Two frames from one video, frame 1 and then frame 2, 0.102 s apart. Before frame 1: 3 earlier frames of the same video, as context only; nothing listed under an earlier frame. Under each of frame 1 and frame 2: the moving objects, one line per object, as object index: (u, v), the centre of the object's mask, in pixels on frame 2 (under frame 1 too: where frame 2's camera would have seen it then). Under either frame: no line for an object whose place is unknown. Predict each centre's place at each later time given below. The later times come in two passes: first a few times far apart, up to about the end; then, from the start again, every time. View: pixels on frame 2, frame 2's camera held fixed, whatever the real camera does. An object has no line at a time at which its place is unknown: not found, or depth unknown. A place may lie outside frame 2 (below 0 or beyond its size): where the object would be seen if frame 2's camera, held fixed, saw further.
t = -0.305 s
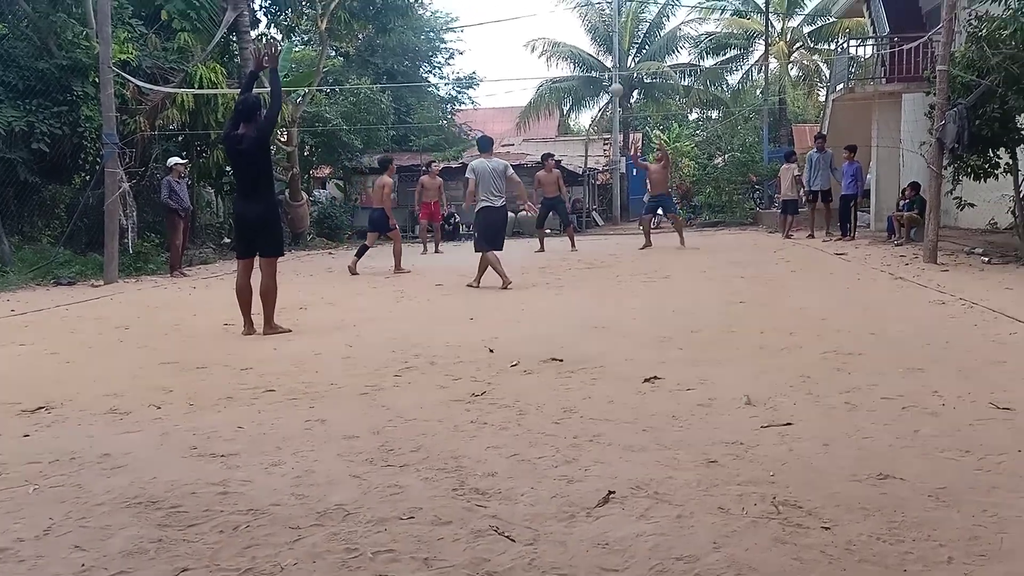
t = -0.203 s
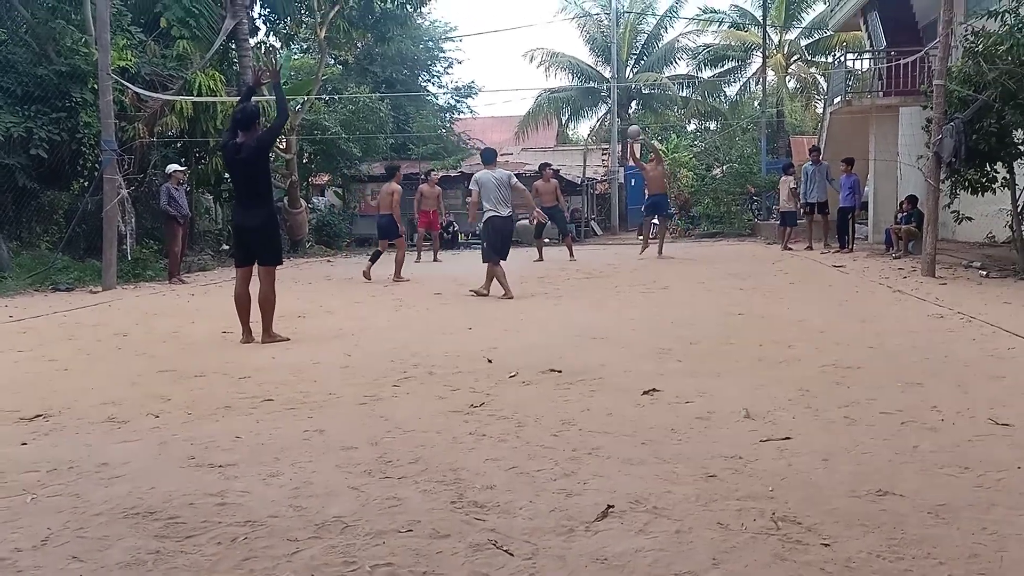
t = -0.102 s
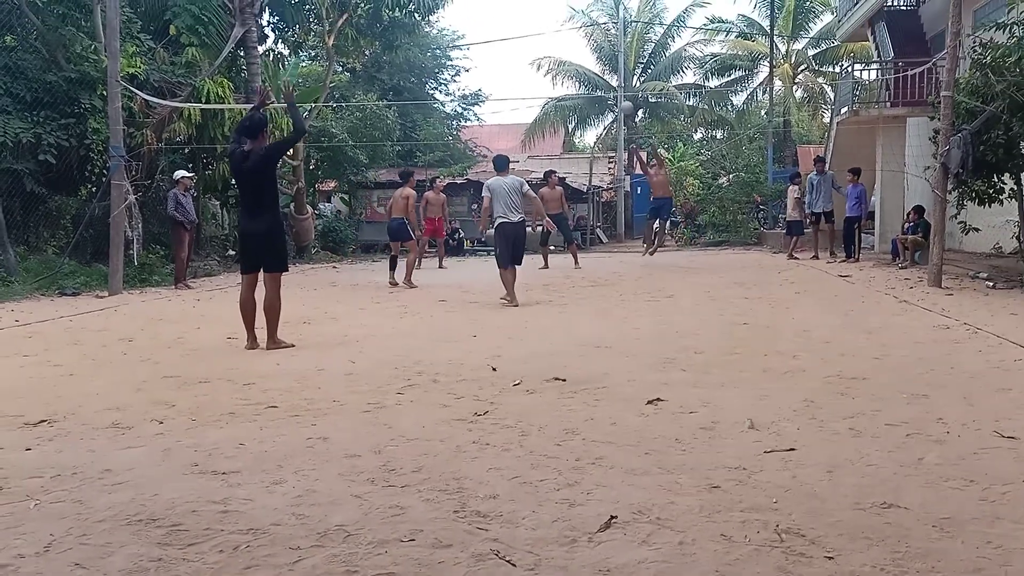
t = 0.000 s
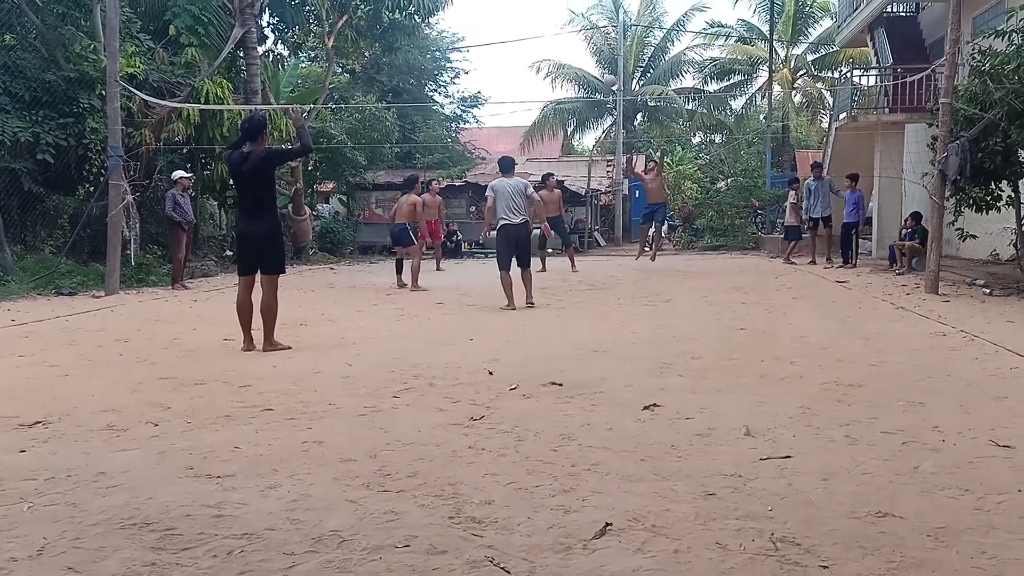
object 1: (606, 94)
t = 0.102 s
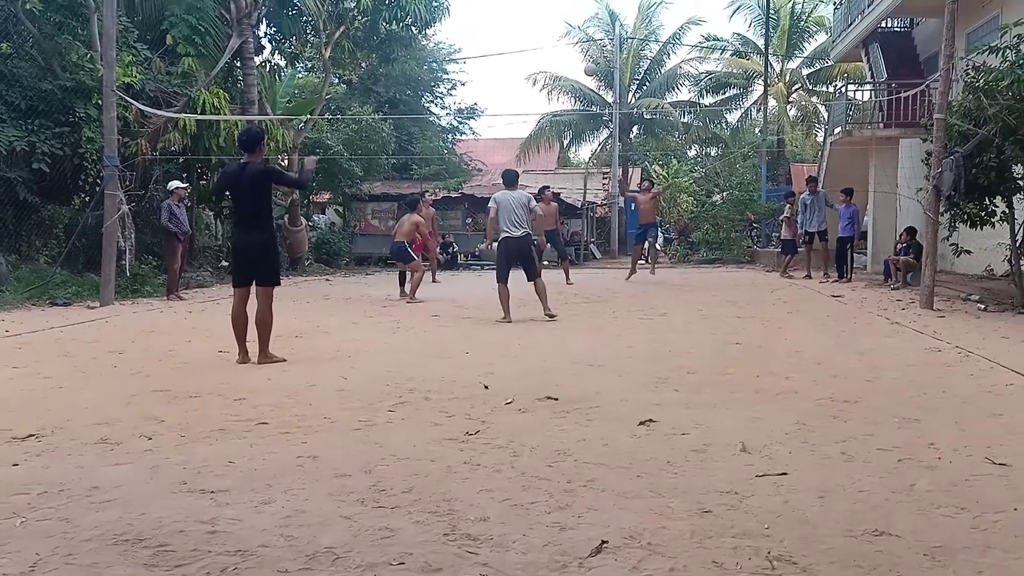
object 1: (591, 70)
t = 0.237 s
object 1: (569, 47)
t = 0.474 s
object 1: (533, 31)
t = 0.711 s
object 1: (495, 48)
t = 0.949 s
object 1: (457, 99)
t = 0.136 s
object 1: (585, 63)
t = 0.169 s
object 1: (579, 56)
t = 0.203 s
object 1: (574, 51)
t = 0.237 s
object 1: (569, 47)
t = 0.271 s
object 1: (564, 42)
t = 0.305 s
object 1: (560, 38)
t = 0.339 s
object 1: (554, 36)
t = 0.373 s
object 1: (549, 33)
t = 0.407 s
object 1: (543, 31)
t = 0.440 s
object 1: (538, 31)
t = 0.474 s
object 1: (533, 31)
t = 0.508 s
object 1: (527, 31)
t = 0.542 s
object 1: (521, 32)
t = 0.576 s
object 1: (516, 34)
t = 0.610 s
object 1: (511, 37)
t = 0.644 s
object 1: (505, 40)
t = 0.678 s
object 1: (500, 43)
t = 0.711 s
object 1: (495, 48)
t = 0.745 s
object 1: (489, 53)
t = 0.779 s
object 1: (484, 59)
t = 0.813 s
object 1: (478, 66)
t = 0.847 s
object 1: (473, 73)
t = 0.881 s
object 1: (467, 81)
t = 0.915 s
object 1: (462, 90)
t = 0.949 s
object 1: (457, 99)
